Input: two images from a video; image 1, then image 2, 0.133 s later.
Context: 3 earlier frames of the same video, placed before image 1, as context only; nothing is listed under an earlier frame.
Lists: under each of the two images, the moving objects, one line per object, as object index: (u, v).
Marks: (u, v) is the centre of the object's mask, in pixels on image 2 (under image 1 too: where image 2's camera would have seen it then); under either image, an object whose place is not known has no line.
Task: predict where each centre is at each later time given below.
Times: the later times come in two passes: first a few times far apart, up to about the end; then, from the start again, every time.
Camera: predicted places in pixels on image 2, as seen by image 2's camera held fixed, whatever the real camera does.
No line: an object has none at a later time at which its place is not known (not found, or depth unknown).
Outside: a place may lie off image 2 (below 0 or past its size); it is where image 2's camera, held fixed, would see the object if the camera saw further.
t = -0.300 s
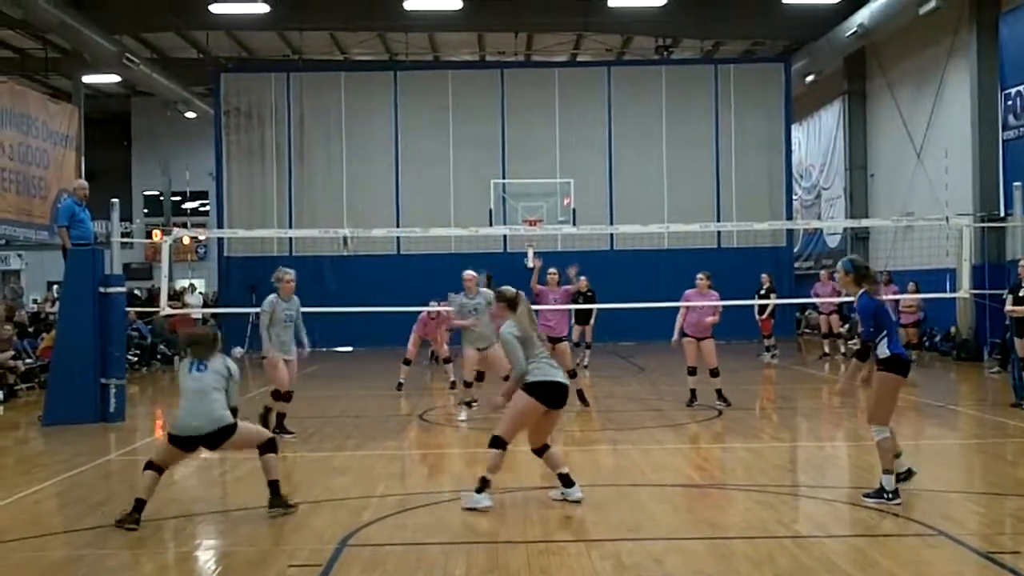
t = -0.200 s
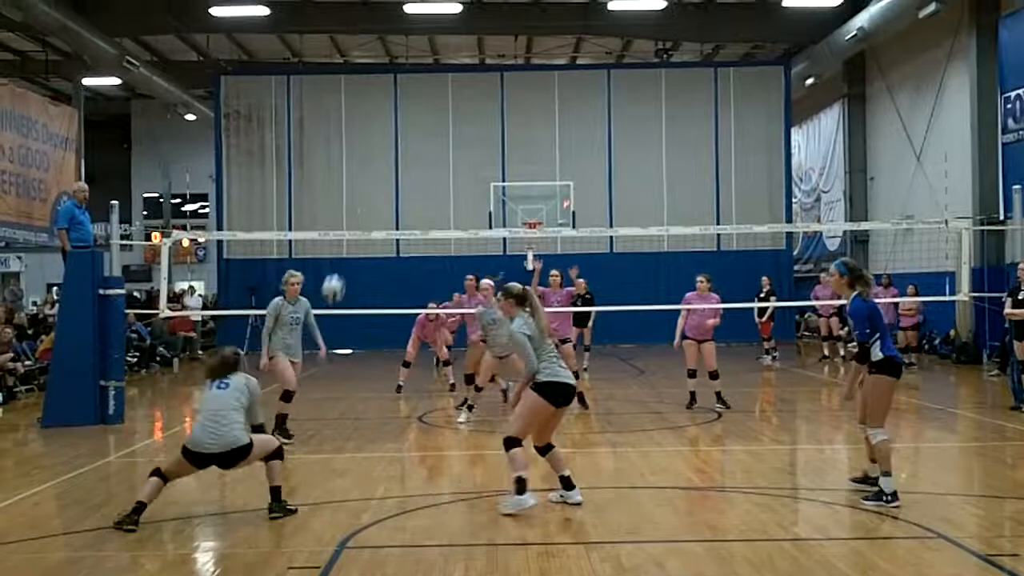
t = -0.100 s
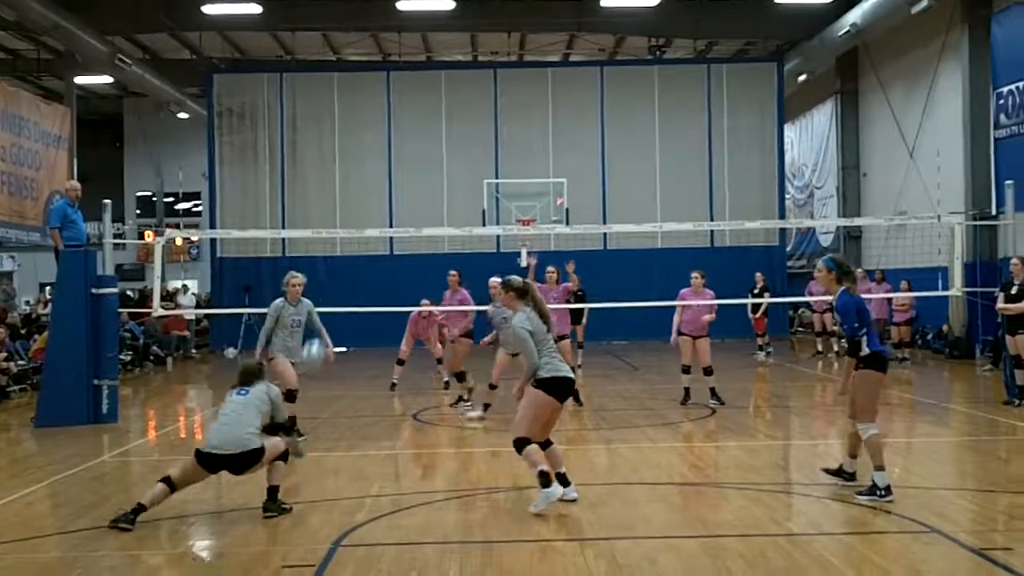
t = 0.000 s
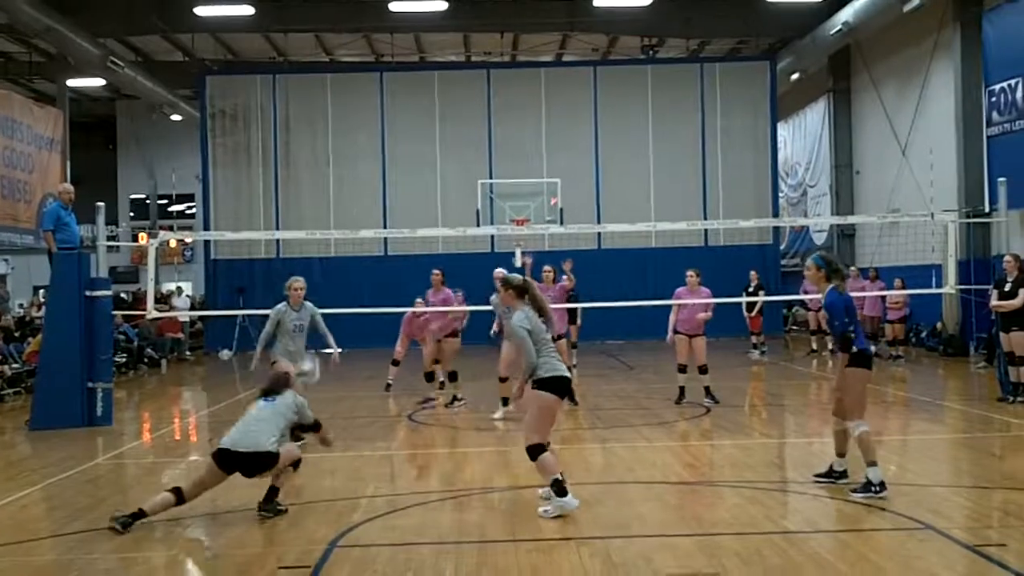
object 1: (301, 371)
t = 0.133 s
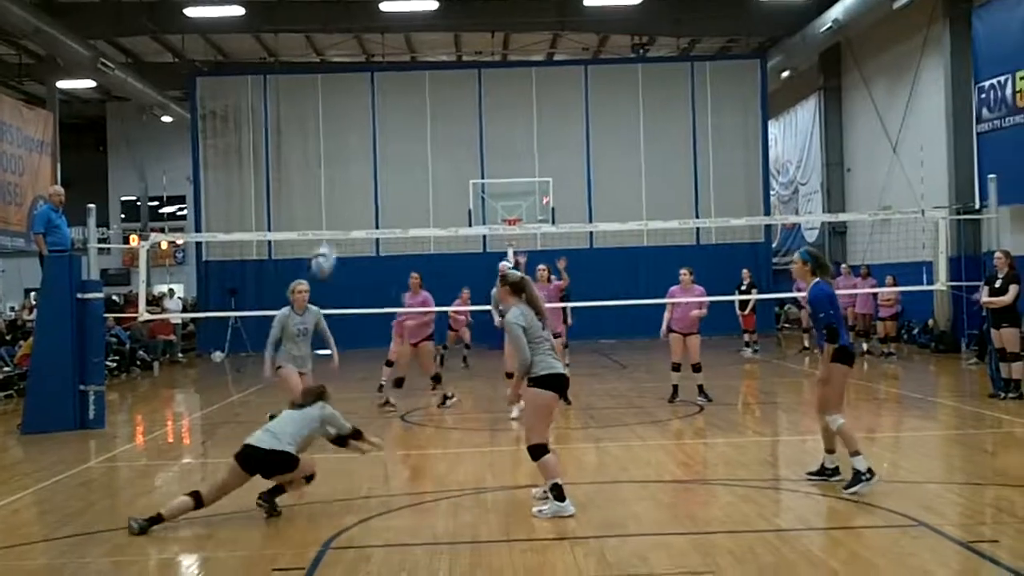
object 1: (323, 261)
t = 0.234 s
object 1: (339, 191)
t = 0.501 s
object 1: (378, 87)
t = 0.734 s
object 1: (409, 66)
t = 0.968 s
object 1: (438, 100)
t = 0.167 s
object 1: (329, 236)
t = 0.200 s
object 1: (334, 213)
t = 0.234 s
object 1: (339, 191)
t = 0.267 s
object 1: (346, 173)
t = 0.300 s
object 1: (349, 156)
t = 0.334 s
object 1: (353, 142)
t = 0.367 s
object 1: (357, 127)
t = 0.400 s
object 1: (364, 114)
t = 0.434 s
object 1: (368, 102)
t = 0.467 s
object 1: (372, 93)
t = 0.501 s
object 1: (378, 87)
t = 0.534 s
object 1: (382, 79)
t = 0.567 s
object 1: (387, 73)
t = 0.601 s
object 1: (391, 70)
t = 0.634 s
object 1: (395, 68)
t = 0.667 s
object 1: (400, 65)
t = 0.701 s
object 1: (405, 66)
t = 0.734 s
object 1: (409, 66)
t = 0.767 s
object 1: (414, 69)
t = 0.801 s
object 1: (417, 71)
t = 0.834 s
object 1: (421, 73)
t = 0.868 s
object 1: (427, 80)
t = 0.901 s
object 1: (430, 87)
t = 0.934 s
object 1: (434, 94)
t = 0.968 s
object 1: (438, 100)
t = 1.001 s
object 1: (443, 108)
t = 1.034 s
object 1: (447, 121)
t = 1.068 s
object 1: (452, 133)
